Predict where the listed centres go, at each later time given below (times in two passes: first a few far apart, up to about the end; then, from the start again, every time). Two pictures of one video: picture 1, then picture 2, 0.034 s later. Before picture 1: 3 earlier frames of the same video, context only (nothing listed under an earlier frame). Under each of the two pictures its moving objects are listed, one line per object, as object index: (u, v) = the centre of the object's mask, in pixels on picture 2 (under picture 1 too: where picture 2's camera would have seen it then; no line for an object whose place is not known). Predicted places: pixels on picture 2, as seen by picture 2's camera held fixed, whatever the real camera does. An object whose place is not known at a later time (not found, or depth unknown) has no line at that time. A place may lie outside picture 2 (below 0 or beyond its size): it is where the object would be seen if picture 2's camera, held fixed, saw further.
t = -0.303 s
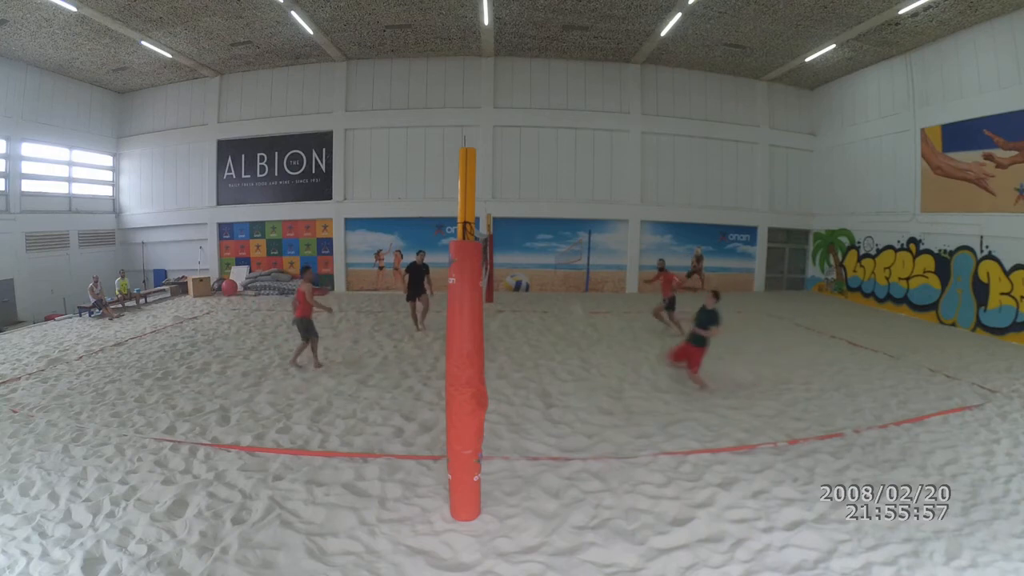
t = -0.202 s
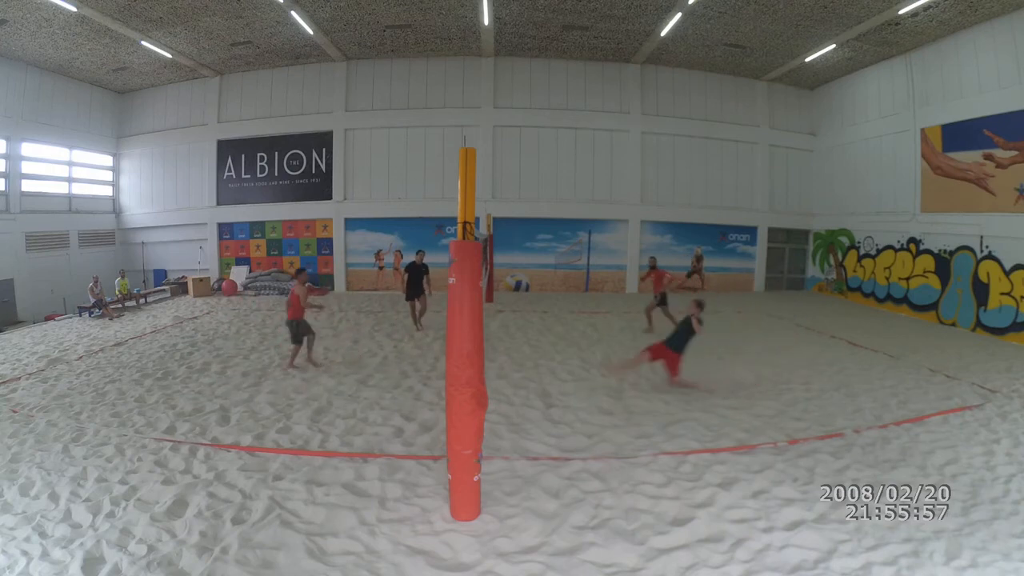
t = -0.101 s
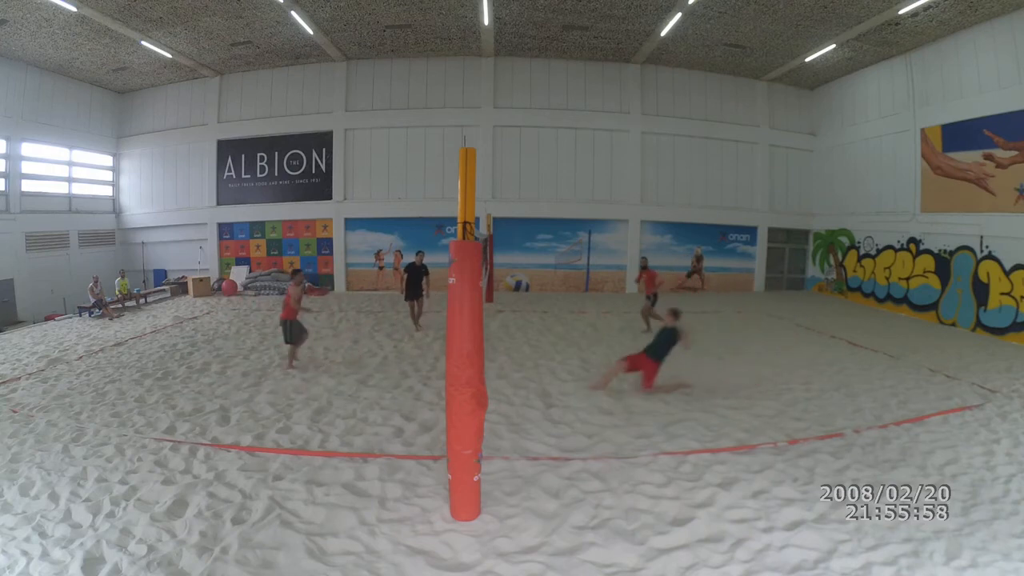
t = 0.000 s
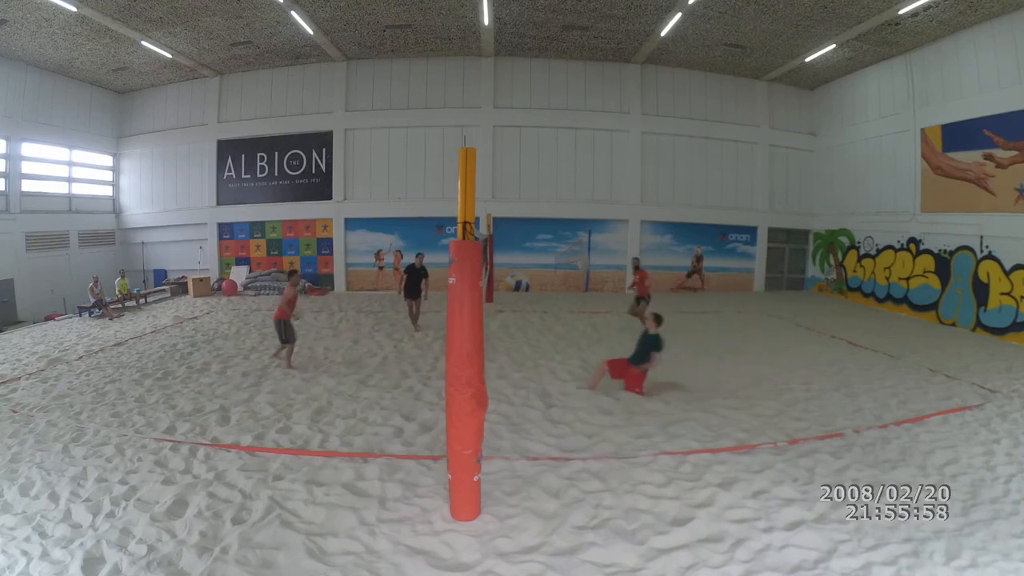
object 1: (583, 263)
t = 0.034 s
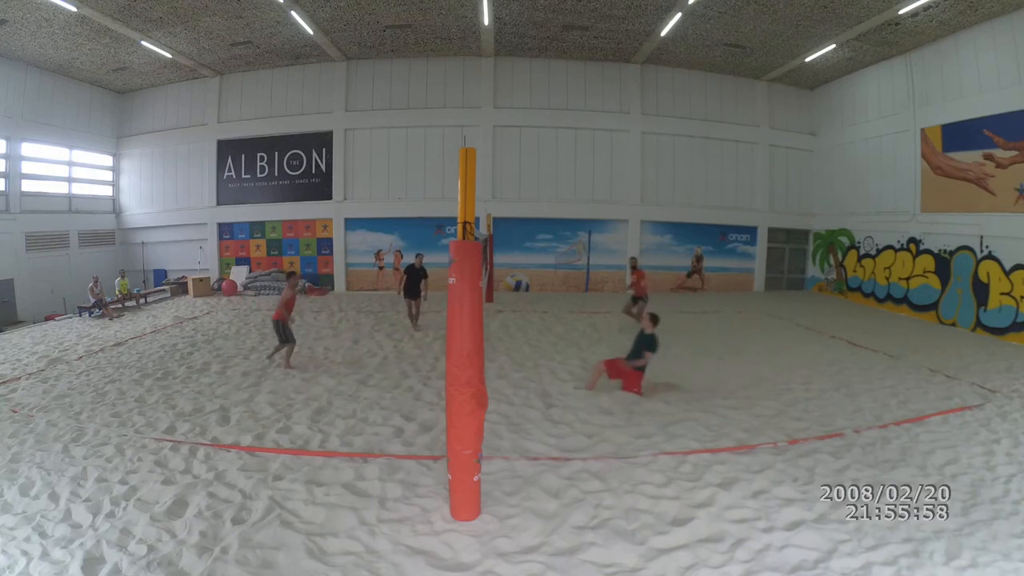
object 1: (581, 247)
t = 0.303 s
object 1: (553, 155)
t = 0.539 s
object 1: (530, 119)
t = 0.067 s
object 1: (577, 234)
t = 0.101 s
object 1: (573, 218)
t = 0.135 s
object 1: (570, 206)
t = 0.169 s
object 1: (568, 194)
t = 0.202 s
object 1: (564, 183)
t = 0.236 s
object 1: (560, 174)
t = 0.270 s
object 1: (556, 164)
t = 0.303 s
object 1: (553, 155)
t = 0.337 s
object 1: (550, 148)
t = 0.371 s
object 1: (546, 142)
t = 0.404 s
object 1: (543, 135)
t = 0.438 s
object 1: (540, 131)
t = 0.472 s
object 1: (536, 126)
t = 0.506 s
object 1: (533, 122)
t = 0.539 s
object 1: (530, 119)
